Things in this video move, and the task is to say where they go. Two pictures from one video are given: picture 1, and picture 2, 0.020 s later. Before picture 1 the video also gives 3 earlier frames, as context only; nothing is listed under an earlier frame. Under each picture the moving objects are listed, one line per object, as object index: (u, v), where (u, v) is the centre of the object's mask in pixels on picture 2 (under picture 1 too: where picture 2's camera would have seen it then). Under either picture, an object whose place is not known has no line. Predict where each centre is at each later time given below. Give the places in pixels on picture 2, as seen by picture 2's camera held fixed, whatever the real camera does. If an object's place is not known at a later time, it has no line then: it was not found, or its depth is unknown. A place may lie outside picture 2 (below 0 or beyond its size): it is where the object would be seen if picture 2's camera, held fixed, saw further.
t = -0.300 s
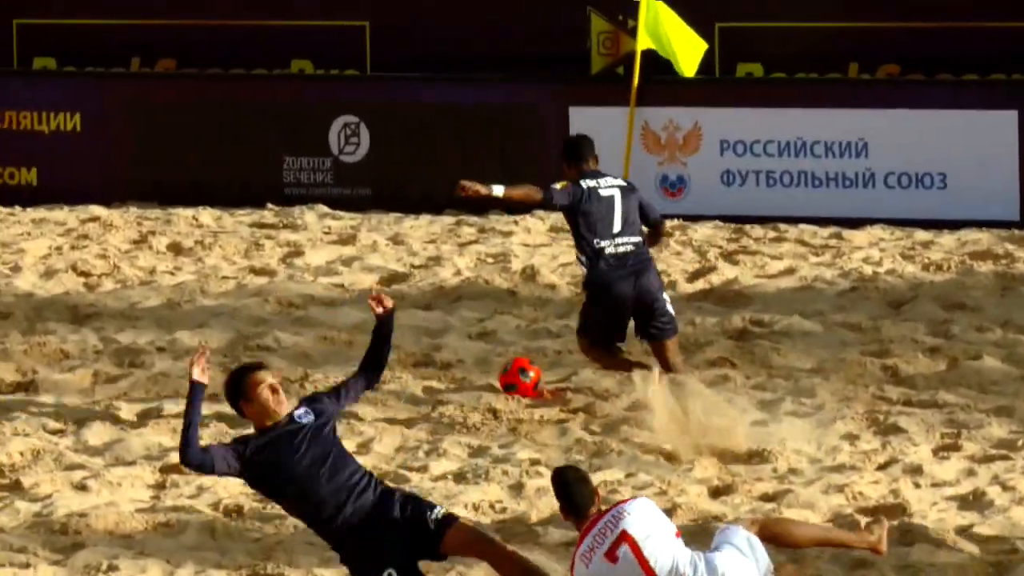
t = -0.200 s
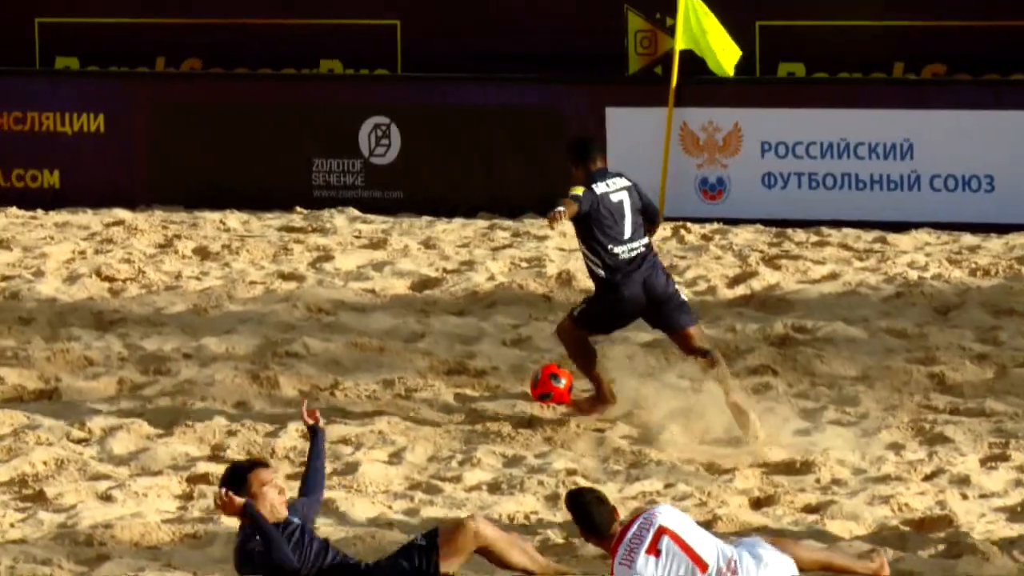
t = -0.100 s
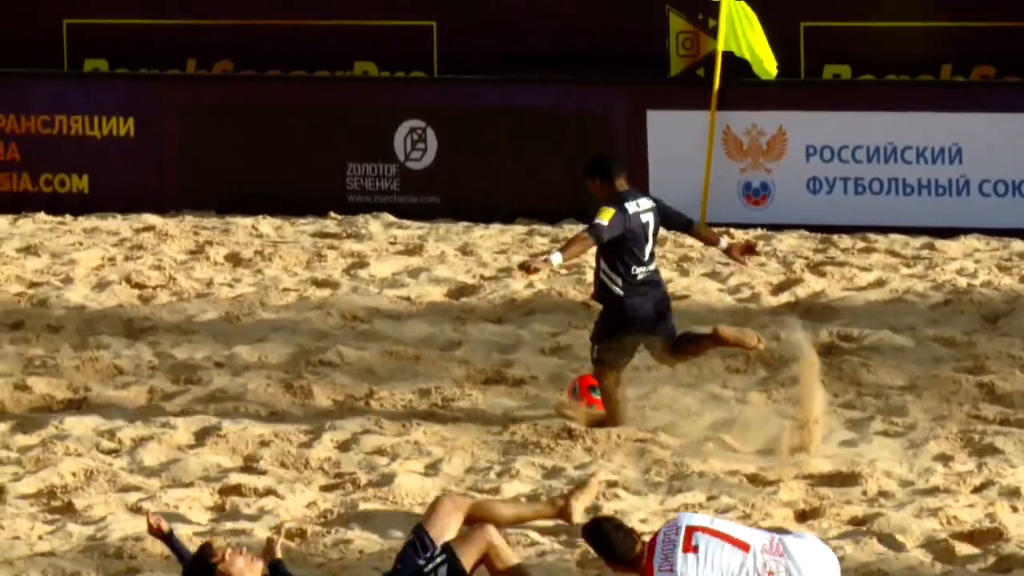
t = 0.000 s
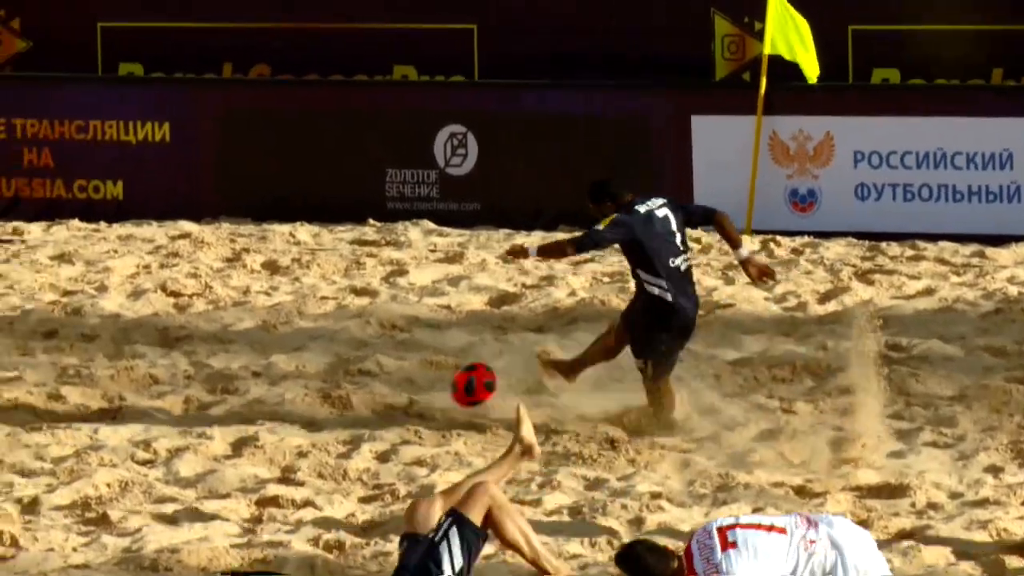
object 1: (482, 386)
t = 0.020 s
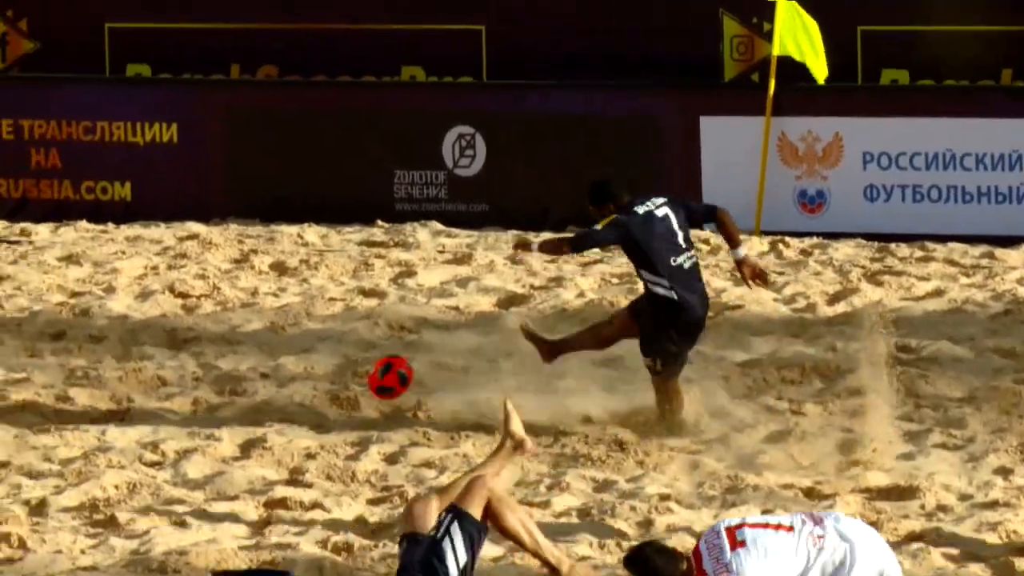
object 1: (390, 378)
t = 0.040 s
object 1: (299, 369)
